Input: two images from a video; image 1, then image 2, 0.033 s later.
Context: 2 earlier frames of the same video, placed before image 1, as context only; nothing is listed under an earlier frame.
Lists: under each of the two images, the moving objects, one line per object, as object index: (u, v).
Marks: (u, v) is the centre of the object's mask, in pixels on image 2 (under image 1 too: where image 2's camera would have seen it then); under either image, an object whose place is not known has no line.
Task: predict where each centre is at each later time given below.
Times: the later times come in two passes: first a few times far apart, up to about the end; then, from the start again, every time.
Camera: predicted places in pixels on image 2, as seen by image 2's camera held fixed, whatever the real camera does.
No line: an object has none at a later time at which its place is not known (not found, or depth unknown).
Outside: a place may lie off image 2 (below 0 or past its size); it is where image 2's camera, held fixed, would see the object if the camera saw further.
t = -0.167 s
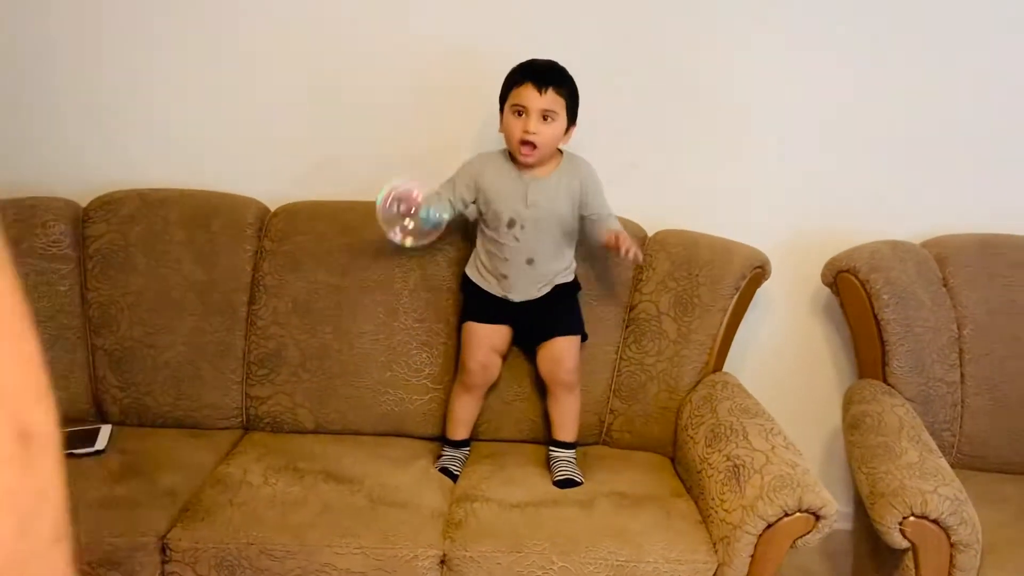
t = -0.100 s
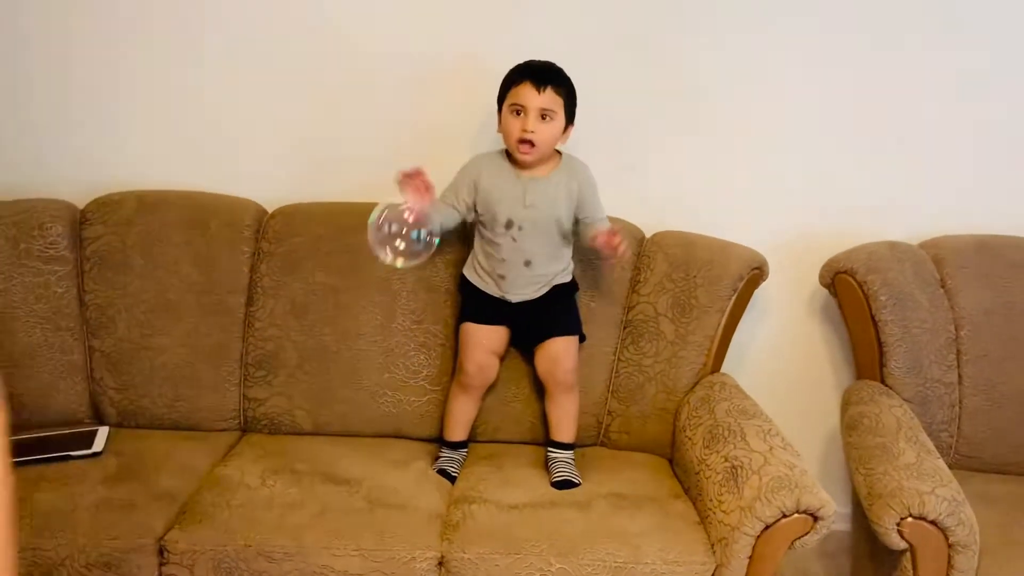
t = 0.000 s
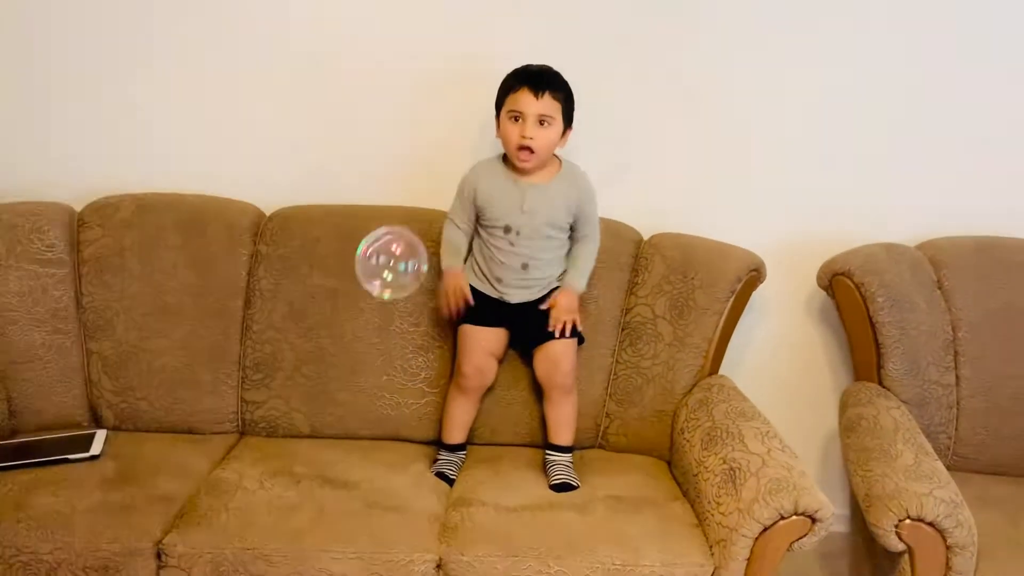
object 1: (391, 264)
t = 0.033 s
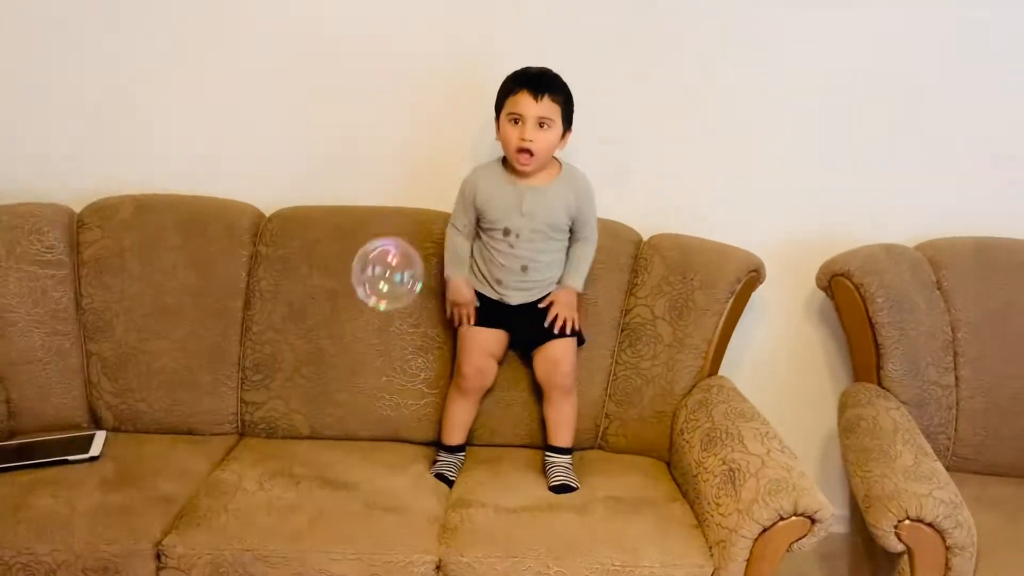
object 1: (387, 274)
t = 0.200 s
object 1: (367, 323)
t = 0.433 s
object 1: (340, 394)
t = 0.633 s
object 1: (317, 454)
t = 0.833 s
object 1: (296, 516)
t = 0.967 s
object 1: (283, 541)
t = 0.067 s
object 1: (383, 283)
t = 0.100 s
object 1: (380, 293)
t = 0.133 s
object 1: (376, 304)
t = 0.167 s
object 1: (372, 314)
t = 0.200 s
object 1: (367, 323)
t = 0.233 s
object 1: (363, 334)
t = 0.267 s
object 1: (360, 344)
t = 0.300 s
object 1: (356, 354)
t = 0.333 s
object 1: (352, 364)
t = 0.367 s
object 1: (348, 374)
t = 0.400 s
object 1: (344, 384)
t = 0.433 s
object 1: (340, 394)
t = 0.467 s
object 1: (336, 404)
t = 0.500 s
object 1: (332, 414)
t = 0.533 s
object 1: (328, 424)
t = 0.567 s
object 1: (325, 434)
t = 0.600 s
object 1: (321, 444)
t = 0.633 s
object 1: (317, 454)
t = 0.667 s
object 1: (314, 464)
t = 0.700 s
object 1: (310, 474)
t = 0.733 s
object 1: (306, 484)
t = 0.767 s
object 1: (303, 495)
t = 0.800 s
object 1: (300, 505)
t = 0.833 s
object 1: (296, 516)
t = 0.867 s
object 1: (293, 526)
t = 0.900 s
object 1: (289, 531)
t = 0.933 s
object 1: (286, 536)
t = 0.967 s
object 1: (283, 541)
